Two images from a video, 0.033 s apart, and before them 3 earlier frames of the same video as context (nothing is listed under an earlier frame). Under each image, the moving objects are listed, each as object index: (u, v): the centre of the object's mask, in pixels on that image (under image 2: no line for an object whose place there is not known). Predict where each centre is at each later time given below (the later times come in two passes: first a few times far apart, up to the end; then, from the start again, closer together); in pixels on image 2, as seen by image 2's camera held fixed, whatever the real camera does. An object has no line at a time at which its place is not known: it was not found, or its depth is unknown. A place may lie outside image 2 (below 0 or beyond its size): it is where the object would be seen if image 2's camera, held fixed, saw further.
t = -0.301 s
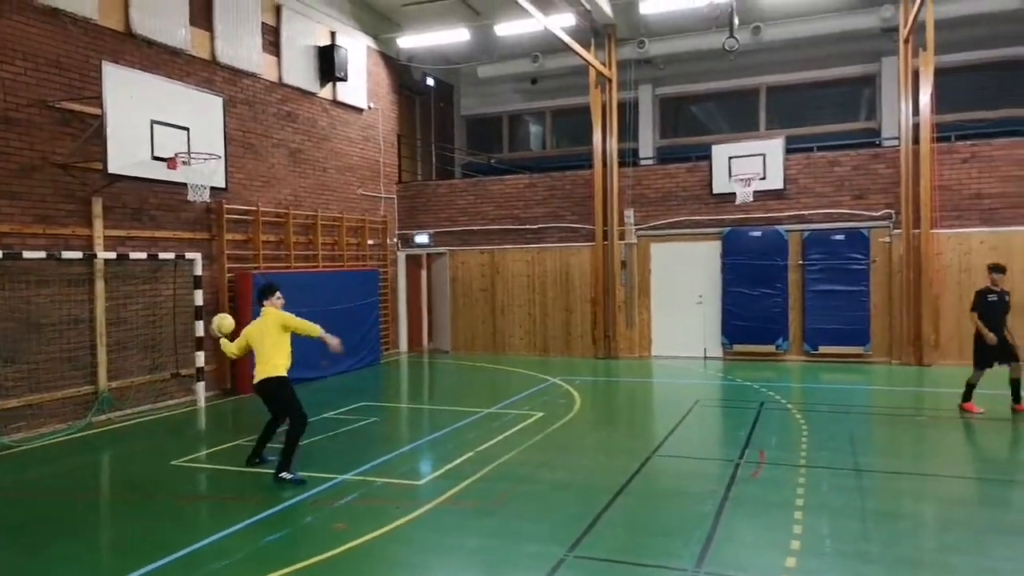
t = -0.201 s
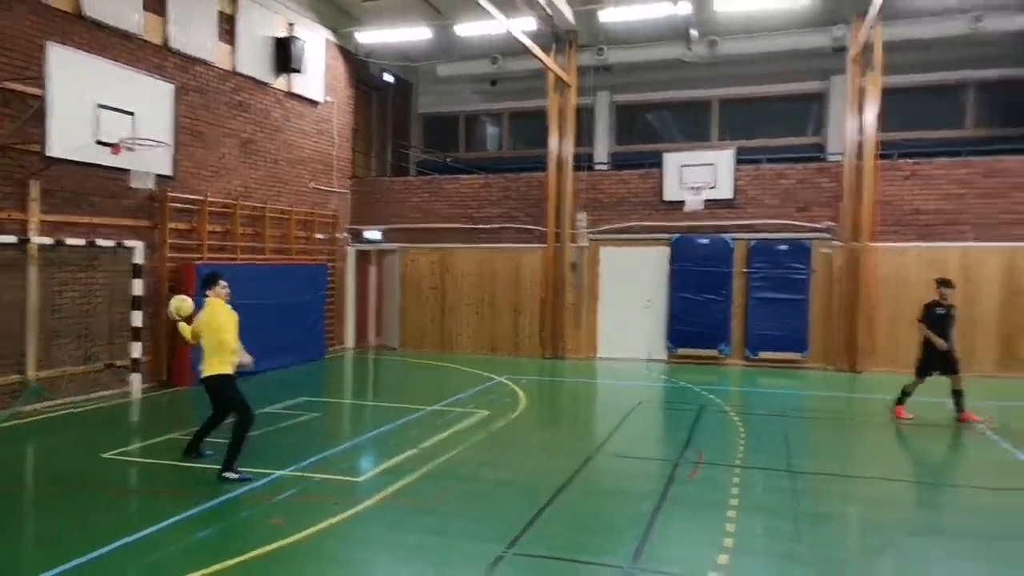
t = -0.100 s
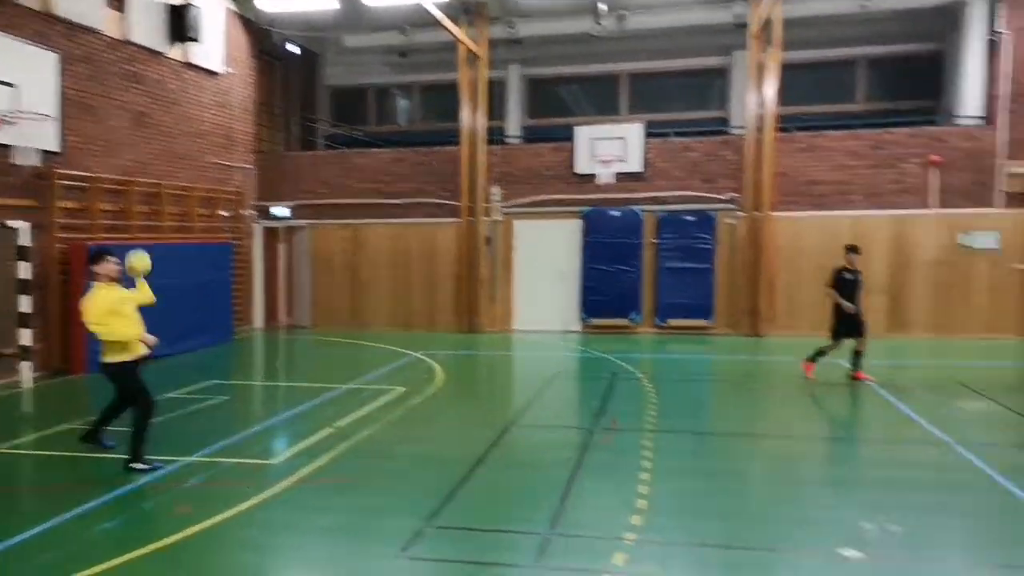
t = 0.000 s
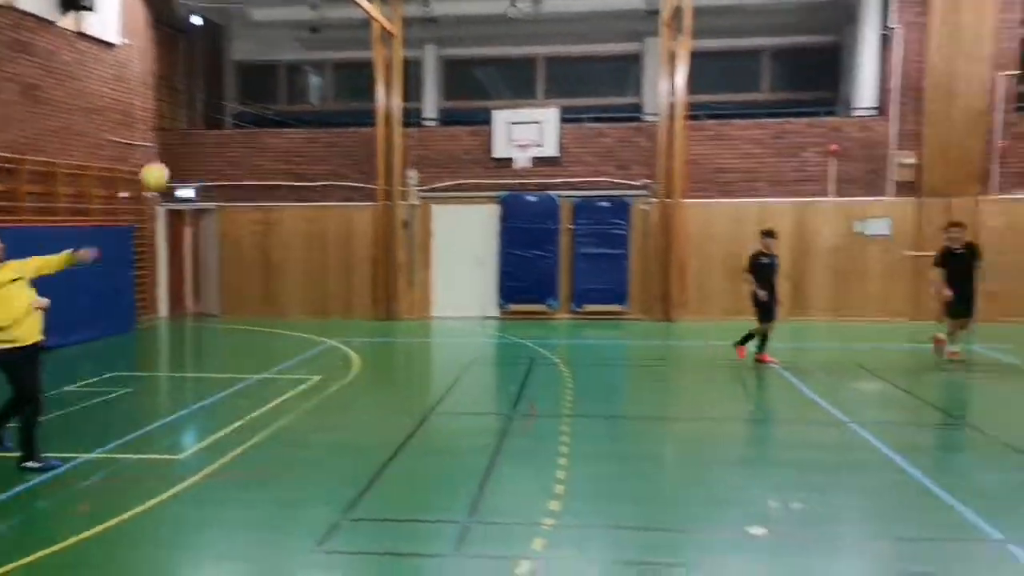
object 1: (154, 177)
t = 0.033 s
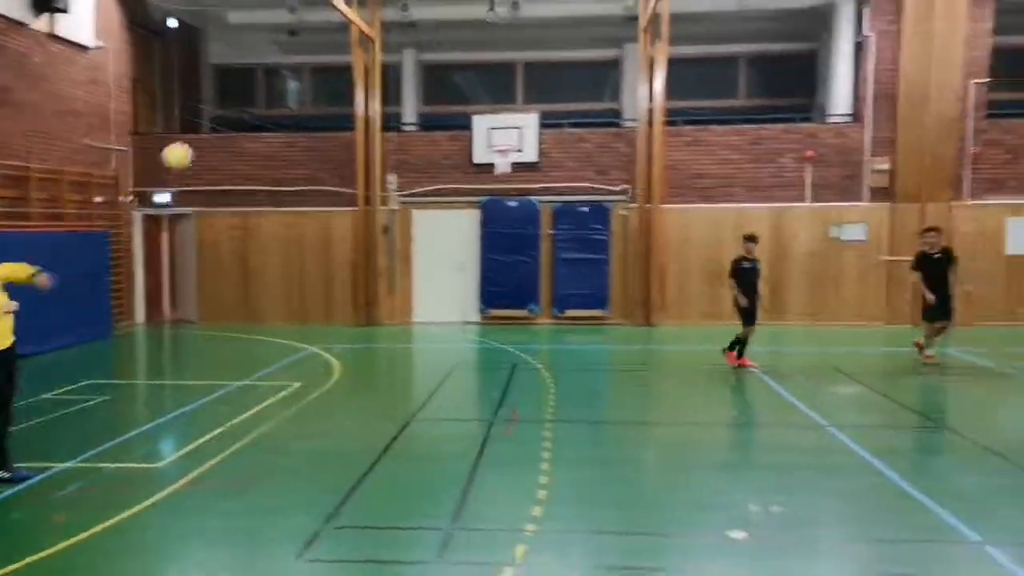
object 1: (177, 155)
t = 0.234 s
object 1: (490, 23)
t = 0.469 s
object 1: (956, -93)
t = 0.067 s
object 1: (226, 132)
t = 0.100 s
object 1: (275, 109)
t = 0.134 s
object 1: (327, 87)
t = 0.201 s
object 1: (433, 44)
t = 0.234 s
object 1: (490, 23)
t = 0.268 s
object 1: (548, 3)
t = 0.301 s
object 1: (611, -15)
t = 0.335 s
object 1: (674, -33)
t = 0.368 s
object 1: (741, -53)
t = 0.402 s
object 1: (808, -66)
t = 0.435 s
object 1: (882, -81)
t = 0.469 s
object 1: (956, -93)
